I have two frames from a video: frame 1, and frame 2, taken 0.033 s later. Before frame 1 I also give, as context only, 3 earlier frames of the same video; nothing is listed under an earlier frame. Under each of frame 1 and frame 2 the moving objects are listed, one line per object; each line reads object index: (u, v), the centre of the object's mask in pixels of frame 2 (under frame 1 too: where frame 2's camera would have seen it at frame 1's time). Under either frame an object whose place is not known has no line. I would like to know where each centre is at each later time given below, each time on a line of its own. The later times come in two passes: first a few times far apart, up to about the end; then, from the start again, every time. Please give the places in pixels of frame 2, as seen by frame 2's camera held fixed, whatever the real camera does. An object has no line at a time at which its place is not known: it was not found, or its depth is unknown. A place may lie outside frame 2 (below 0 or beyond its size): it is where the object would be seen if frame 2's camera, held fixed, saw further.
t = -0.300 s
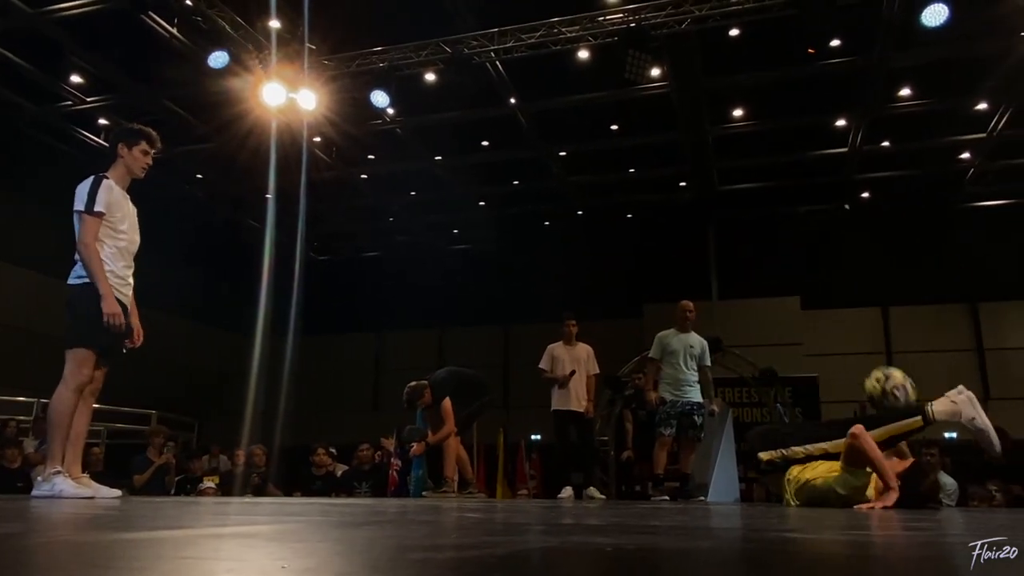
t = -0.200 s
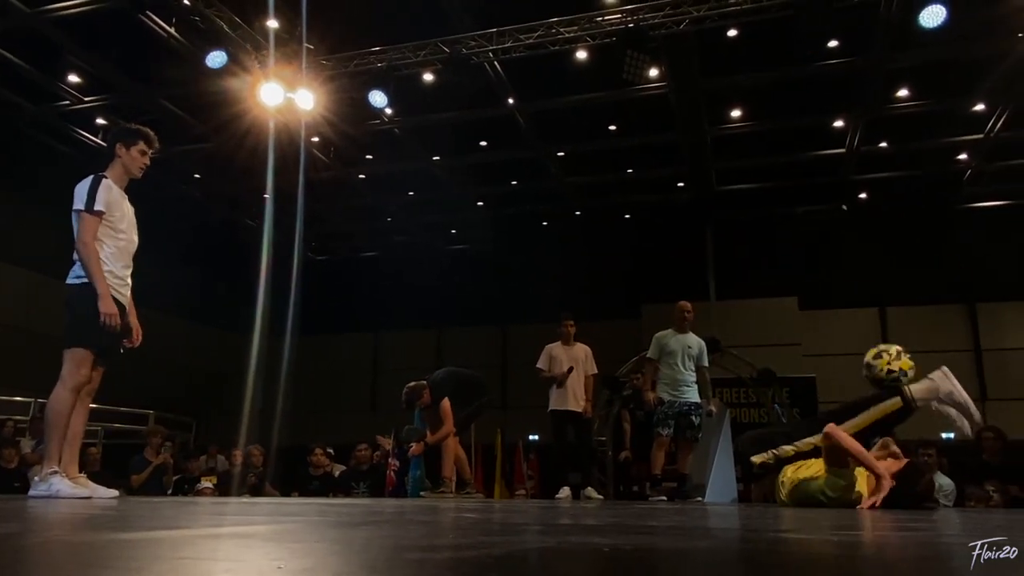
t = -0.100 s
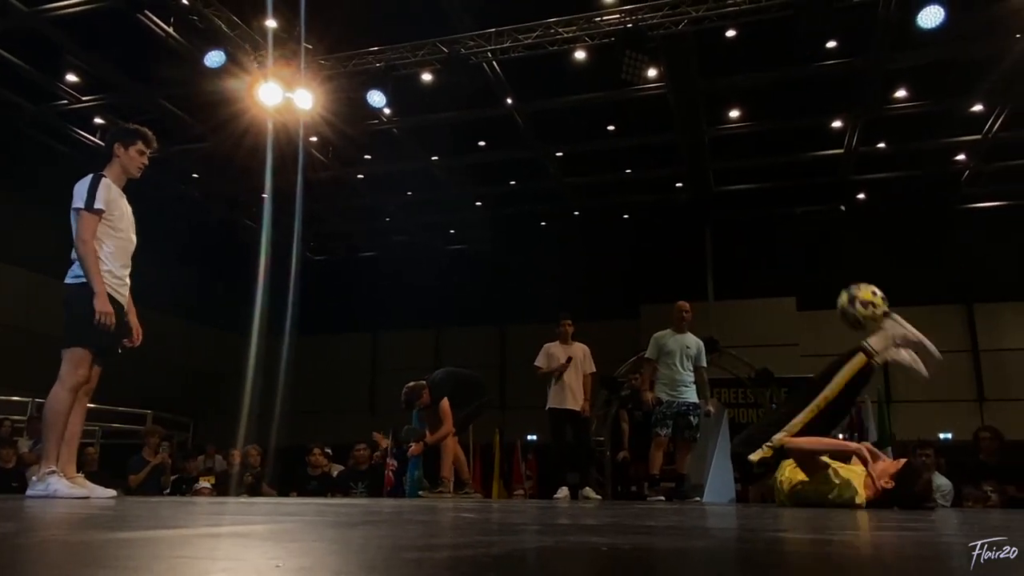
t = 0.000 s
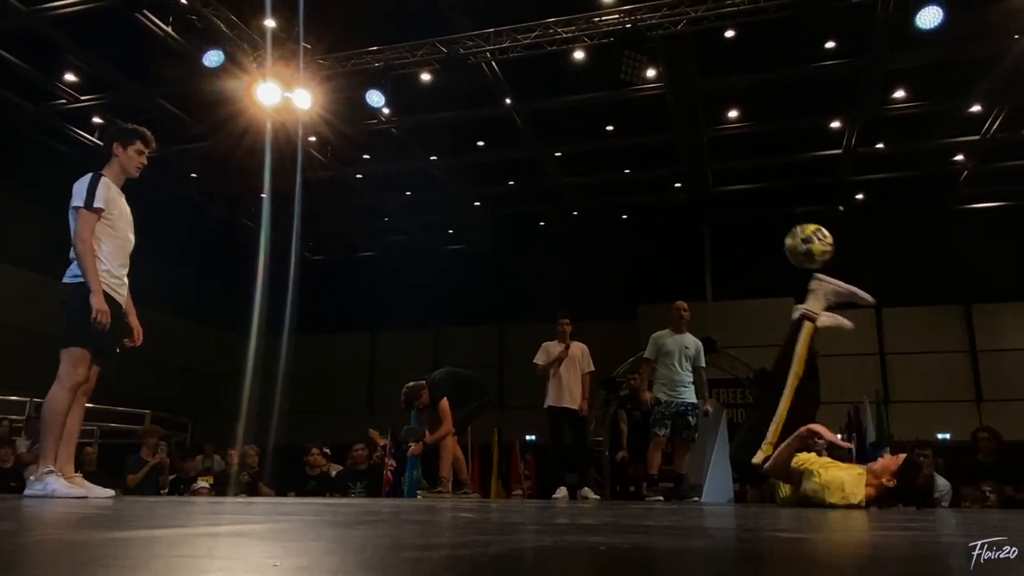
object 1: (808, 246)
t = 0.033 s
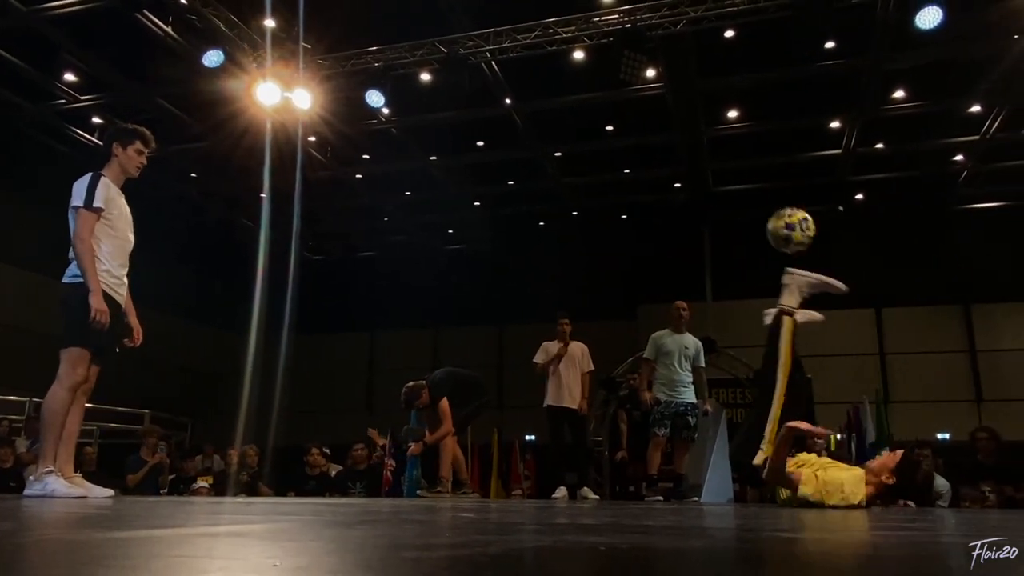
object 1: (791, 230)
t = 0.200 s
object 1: (708, 185)
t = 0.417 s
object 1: (610, 203)
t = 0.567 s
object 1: (545, 267)
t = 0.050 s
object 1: (782, 223)
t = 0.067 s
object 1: (773, 217)
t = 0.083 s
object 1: (765, 211)
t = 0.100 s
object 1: (756, 205)
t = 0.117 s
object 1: (748, 201)
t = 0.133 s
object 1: (740, 197)
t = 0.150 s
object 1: (732, 193)
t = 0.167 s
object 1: (723, 190)
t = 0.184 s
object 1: (716, 187)
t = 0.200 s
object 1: (708, 185)
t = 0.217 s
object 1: (700, 183)
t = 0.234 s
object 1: (692, 182)
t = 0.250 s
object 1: (684, 182)
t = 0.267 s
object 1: (677, 182)
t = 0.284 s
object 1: (669, 182)
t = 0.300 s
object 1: (662, 183)
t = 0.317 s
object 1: (654, 185)
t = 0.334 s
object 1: (647, 186)
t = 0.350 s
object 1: (639, 189)
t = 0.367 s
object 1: (632, 192)
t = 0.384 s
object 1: (625, 195)
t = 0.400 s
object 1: (617, 199)
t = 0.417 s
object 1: (610, 203)
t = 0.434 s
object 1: (603, 209)
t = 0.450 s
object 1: (595, 214)
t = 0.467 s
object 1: (588, 220)
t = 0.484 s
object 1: (581, 227)
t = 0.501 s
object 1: (574, 233)
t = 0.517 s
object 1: (567, 241)
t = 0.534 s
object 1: (559, 249)
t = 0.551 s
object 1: (552, 258)
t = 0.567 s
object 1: (545, 267)
